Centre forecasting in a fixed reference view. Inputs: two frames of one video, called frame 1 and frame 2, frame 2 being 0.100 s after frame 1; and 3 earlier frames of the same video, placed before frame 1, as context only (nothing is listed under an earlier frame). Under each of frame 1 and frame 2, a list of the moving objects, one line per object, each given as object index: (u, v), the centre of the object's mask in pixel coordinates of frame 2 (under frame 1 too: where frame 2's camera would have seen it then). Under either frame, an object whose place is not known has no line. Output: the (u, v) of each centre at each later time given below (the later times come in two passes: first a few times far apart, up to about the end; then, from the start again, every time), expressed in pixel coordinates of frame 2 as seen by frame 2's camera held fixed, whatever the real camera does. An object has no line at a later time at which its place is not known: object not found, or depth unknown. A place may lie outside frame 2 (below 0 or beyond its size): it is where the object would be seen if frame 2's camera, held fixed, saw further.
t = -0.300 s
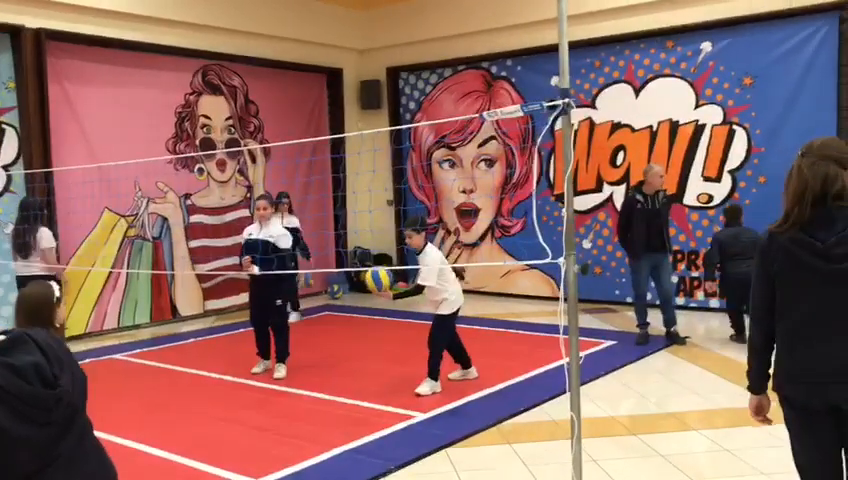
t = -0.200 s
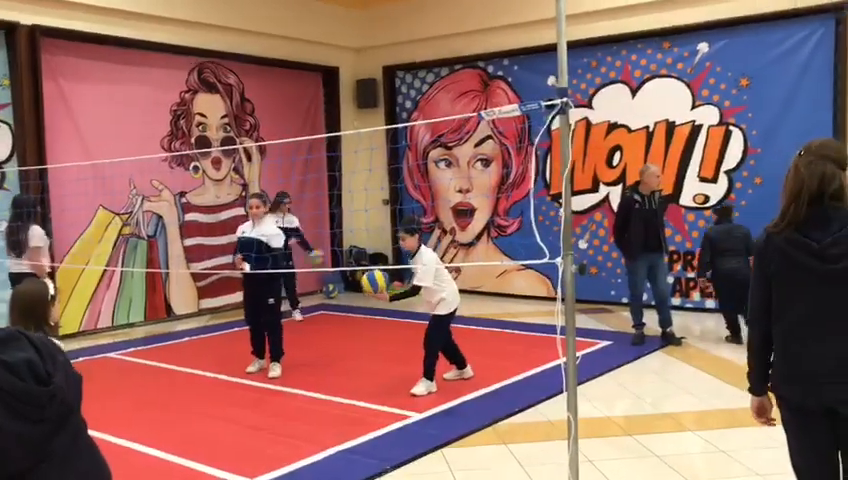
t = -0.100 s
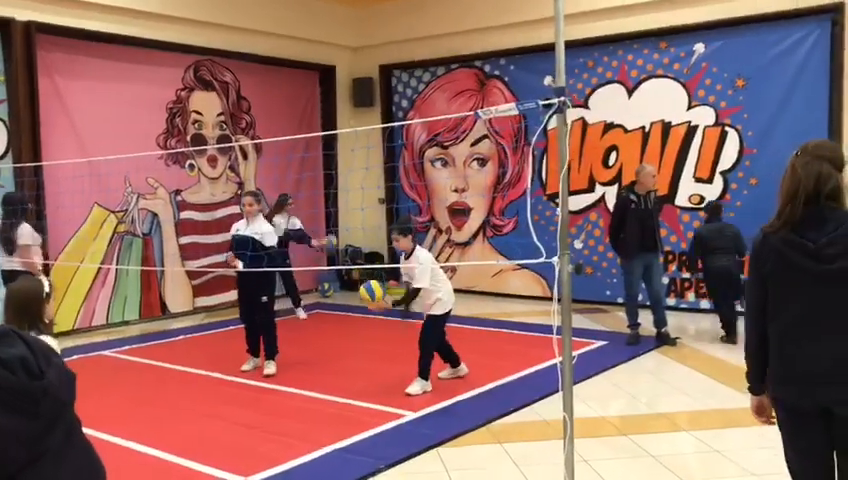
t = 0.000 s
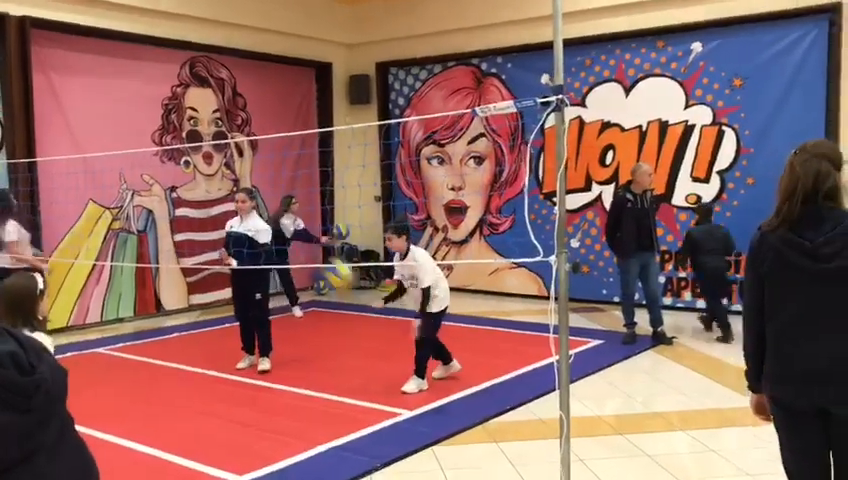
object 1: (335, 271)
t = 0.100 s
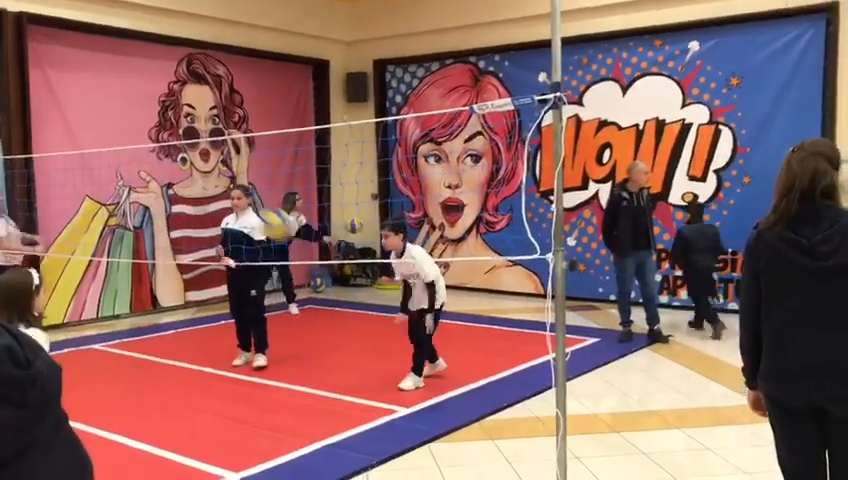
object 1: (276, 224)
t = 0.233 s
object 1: (182, 171)
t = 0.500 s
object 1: (99, 177)
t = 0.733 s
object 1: (121, 276)
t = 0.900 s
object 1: (136, 389)
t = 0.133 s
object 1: (257, 209)
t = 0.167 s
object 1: (233, 195)
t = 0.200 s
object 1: (211, 184)
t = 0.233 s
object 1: (182, 171)
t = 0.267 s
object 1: (159, 163)
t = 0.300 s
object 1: (133, 155)
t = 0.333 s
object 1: (115, 152)
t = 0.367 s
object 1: (103, 153)
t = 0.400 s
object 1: (98, 156)
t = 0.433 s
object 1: (96, 161)
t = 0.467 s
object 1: (97, 168)
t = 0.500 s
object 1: (99, 177)
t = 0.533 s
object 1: (103, 188)
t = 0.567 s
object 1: (105, 200)
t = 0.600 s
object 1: (108, 212)
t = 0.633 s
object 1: (110, 224)
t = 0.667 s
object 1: (114, 238)
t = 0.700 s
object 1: (117, 257)
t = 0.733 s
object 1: (121, 276)
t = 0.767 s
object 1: (124, 296)
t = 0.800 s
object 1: (127, 316)
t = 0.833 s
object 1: (130, 339)
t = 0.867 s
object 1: (133, 366)
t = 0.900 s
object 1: (136, 389)
